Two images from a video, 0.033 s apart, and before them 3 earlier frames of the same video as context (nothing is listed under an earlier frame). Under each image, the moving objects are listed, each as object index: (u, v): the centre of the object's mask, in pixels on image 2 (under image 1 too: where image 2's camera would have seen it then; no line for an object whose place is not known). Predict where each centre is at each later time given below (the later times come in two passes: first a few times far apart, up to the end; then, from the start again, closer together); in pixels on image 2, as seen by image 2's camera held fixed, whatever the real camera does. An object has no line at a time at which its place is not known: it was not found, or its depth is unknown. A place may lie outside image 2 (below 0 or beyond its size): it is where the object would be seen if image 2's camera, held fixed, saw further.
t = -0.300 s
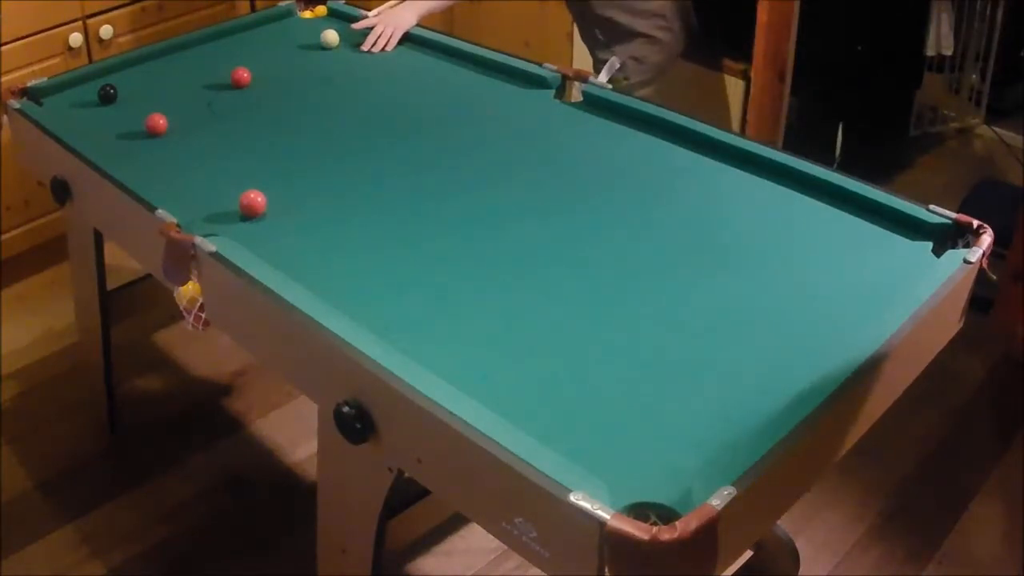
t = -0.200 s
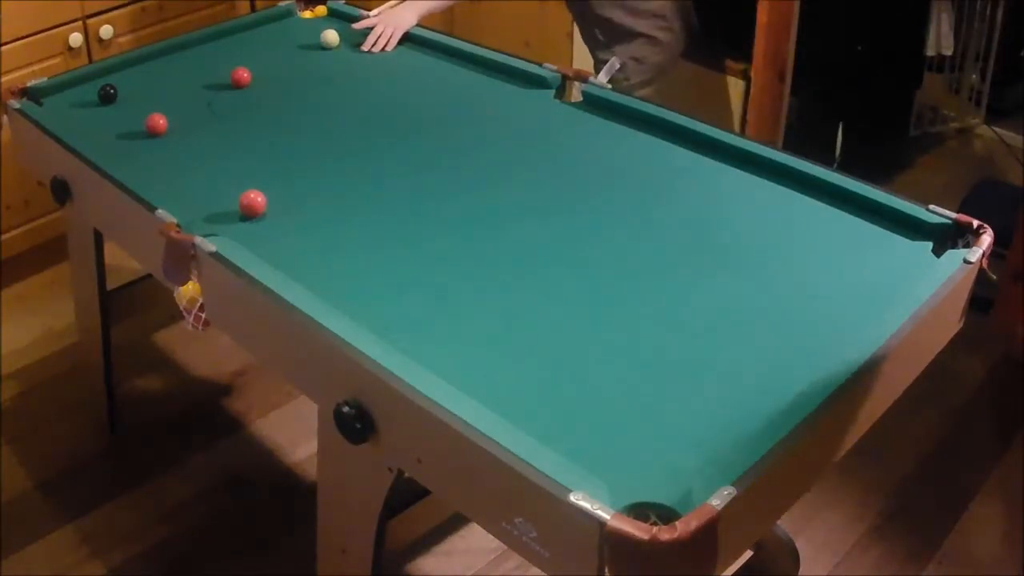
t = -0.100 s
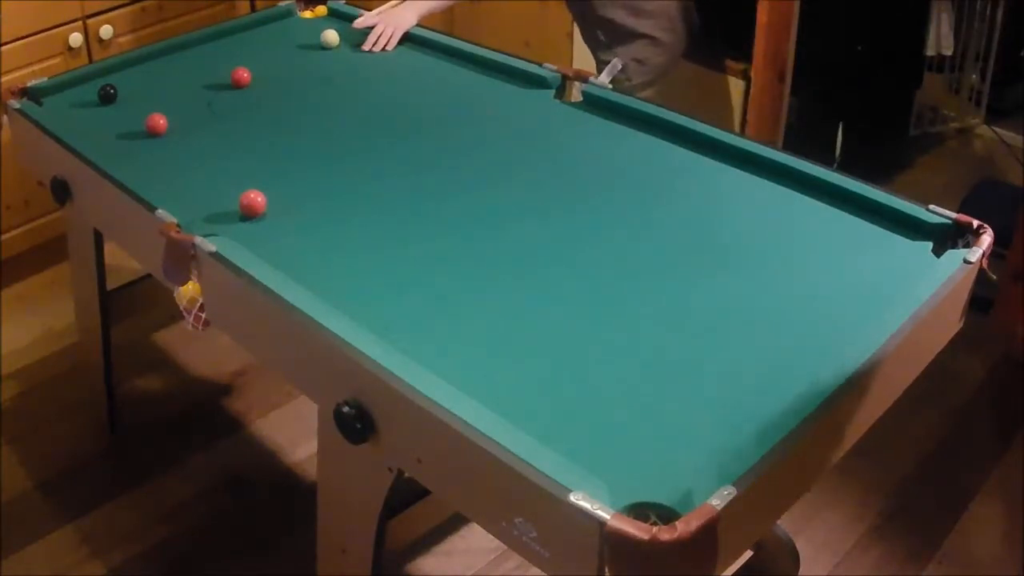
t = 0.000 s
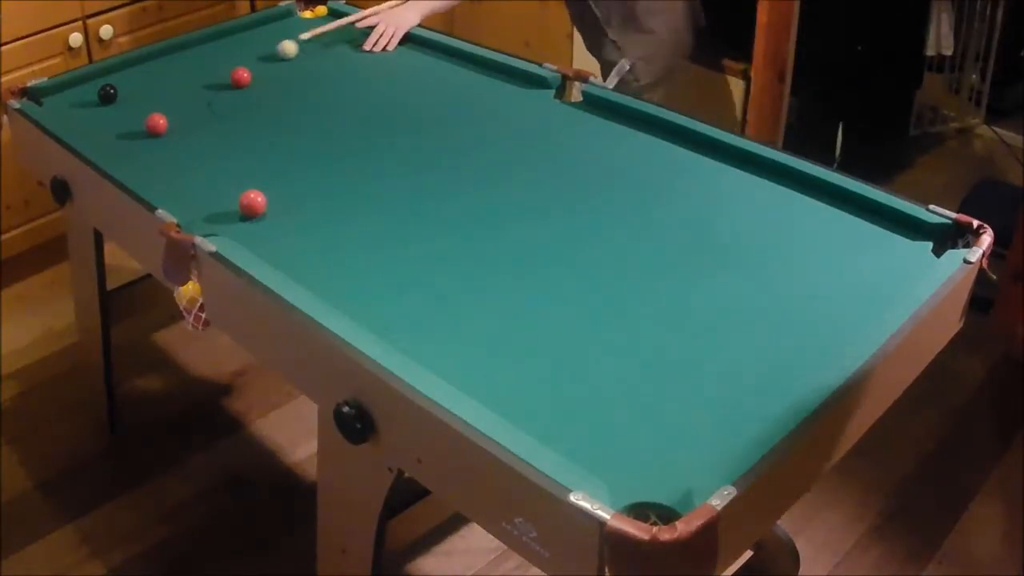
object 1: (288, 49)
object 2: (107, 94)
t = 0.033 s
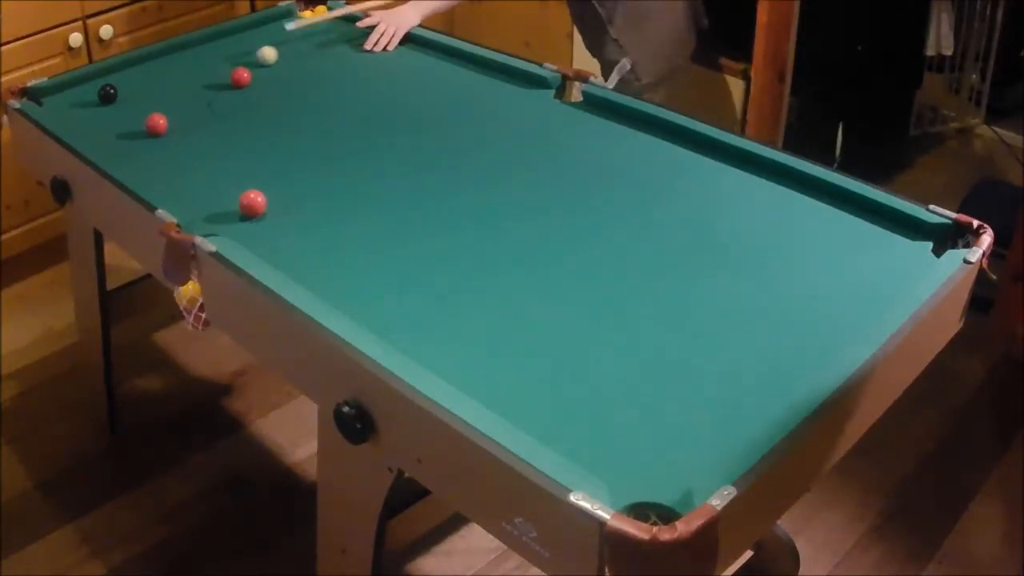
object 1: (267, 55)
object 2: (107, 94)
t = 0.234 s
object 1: (139, 92)
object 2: (107, 94)
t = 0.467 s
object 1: (97, 102)
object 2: (109, 92)
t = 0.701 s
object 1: (111, 99)
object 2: (122, 82)
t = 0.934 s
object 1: (115, 98)
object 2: (132, 73)
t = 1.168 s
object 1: (115, 98)
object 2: (138, 64)
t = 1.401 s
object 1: (116, 98)
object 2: (144, 60)
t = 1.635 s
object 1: (116, 98)
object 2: (148, 58)
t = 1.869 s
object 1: (115, 98)
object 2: (148, 58)
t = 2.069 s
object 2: (147, 58)
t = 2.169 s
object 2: (148, 58)
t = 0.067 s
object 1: (246, 60)
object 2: (107, 94)
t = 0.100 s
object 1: (225, 67)
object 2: (107, 94)
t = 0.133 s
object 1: (204, 73)
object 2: (107, 94)
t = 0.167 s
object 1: (182, 79)
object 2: (107, 94)
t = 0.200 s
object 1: (160, 86)
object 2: (107, 94)
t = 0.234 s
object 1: (139, 92)
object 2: (107, 94)
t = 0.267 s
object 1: (116, 99)
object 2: (105, 91)
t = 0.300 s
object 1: (94, 106)
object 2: (108, 93)
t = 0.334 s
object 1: (73, 113)
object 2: (107, 93)
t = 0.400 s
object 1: (81, 109)
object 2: (107, 94)
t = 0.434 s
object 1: (89, 105)
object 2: (107, 94)
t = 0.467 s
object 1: (97, 102)
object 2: (109, 92)
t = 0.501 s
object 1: (100, 101)
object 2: (112, 90)
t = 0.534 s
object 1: (102, 100)
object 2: (114, 89)
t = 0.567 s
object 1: (104, 100)
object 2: (115, 87)
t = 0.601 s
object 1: (106, 100)
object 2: (117, 86)
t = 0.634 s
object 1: (108, 99)
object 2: (119, 84)
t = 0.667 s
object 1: (109, 99)
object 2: (121, 83)
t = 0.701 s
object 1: (111, 99)
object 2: (122, 82)
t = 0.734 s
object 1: (112, 99)
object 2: (124, 81)
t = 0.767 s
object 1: (113, 98)
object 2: (125, 79)
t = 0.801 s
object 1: (113, 99)
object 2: (127, 78)
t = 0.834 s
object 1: (114, 98)
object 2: (128, 77)
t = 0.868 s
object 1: (115, 98)
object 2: (130, 75)
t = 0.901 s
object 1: (115, 98)
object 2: (131, 74)
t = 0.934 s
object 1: (115, 98)
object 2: (132, 73)
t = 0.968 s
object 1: (116, 98)
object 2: (133, 71)
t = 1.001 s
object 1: (116, 98)
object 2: (134, 71)
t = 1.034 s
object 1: (116, 98)
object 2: (135, 69)
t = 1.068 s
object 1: (115, 98)
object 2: (136, 68)
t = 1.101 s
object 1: (116, 98)
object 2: (137, 66)
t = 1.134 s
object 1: (115, 98)
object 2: (137, 65)
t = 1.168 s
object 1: (115, 98)
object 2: (138, 64)
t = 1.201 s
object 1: (115, 98)
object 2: (139, 63)
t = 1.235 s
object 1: (116, 98)
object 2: (139, 61)
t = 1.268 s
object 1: (116, 98)
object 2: (139, 61)
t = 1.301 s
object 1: (115, 98)
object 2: (140, 60)
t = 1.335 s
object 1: (115, 98)
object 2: (142, 60)
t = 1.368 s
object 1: (116, 98)
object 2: (143, 60)
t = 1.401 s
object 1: (116, 98)
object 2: (144, 60)
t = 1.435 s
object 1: (116, 98)
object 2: (145, 59)
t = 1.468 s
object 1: (115, 98)
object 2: (146, 59)
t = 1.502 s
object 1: (116, 98)
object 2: (146, 59)
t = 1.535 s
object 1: (116, 98)
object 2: (146, 59)
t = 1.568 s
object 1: (116, 98)
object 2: (148, 58)
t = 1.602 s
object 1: (116, 98)
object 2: (148, 58)
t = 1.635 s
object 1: (116, 98)
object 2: (148, 58)
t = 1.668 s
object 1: (115, 98)
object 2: (148, 58)
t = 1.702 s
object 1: (116, 98)
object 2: (148, 58)
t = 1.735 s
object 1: (116, 98)
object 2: (148, 58)
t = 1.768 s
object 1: (115, 98)
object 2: (148, 58)
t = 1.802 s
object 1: (115, 98)
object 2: (148, 58)
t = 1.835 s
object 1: (115, 98)
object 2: (148, 58)
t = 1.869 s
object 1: (115, 98)
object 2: (148, 58)
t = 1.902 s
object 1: (115, 98)
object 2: (148, 58)
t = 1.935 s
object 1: (115, 98)
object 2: (148, 58)
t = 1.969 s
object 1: (115, 98)
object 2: (148, 58)
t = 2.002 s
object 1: (115, 98)
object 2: (148, 58)
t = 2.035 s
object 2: (148, 58)
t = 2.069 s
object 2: (147, 58)
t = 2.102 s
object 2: (147, 58)
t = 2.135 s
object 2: (147, 58)
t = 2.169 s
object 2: (148, 58)
